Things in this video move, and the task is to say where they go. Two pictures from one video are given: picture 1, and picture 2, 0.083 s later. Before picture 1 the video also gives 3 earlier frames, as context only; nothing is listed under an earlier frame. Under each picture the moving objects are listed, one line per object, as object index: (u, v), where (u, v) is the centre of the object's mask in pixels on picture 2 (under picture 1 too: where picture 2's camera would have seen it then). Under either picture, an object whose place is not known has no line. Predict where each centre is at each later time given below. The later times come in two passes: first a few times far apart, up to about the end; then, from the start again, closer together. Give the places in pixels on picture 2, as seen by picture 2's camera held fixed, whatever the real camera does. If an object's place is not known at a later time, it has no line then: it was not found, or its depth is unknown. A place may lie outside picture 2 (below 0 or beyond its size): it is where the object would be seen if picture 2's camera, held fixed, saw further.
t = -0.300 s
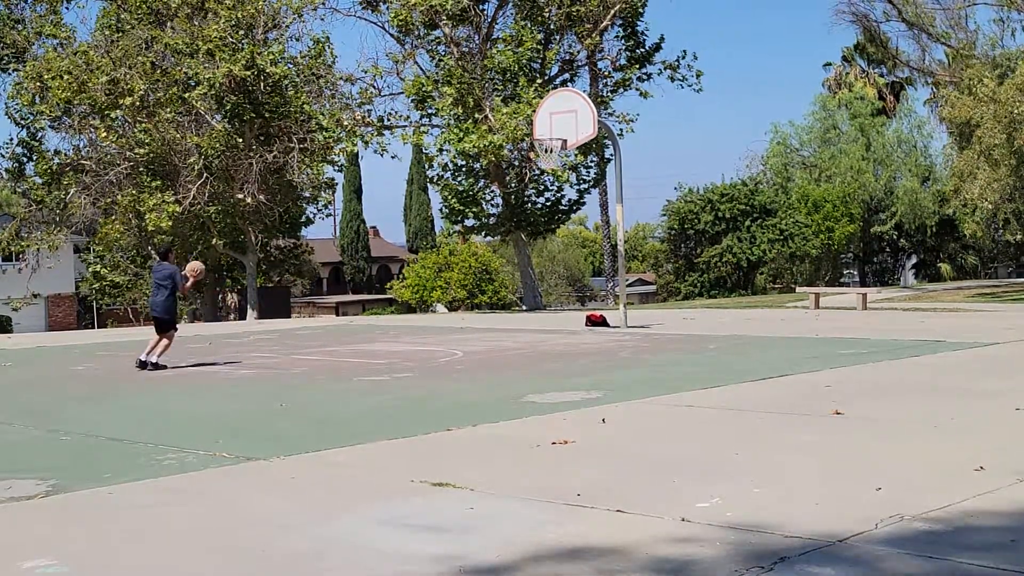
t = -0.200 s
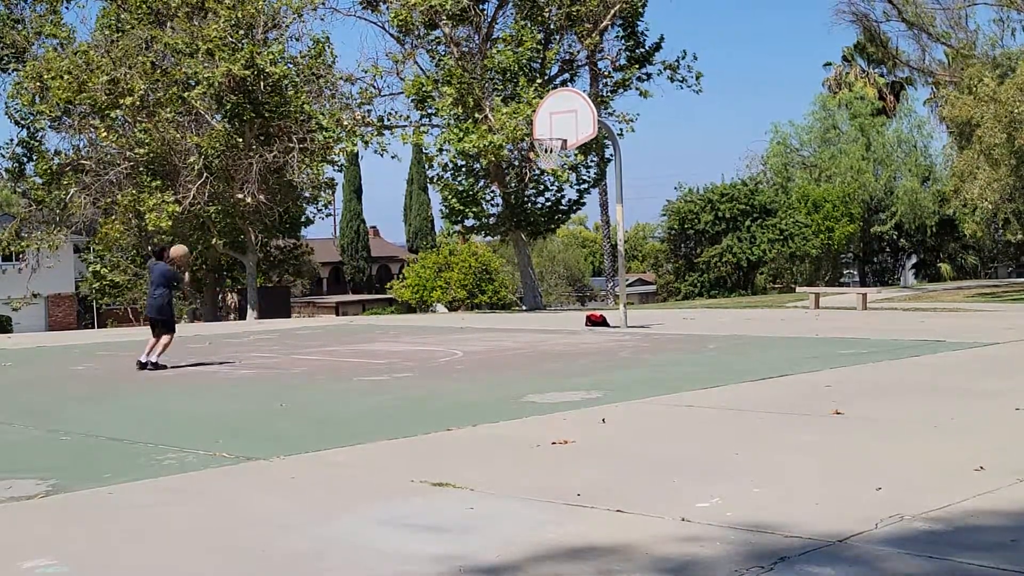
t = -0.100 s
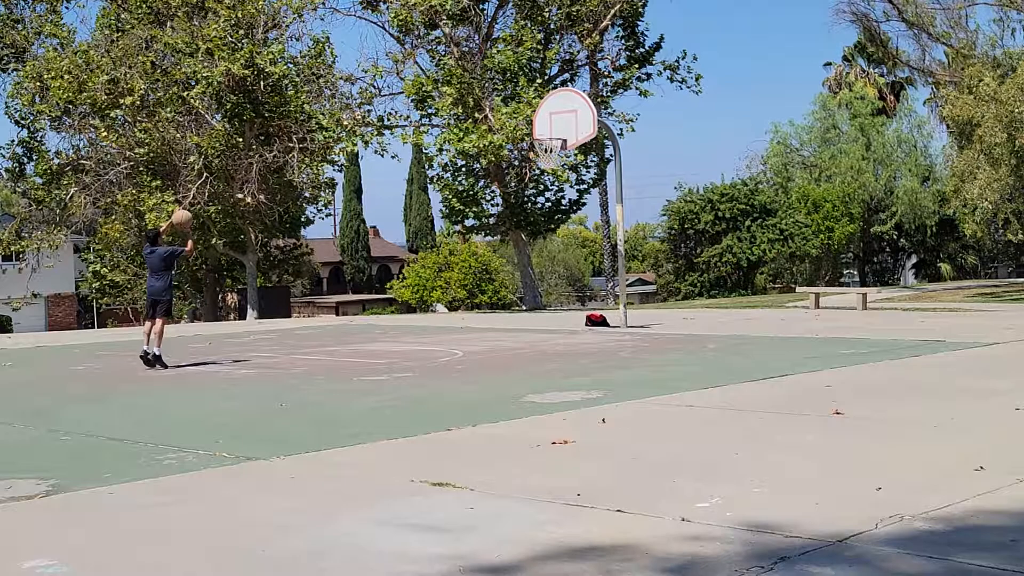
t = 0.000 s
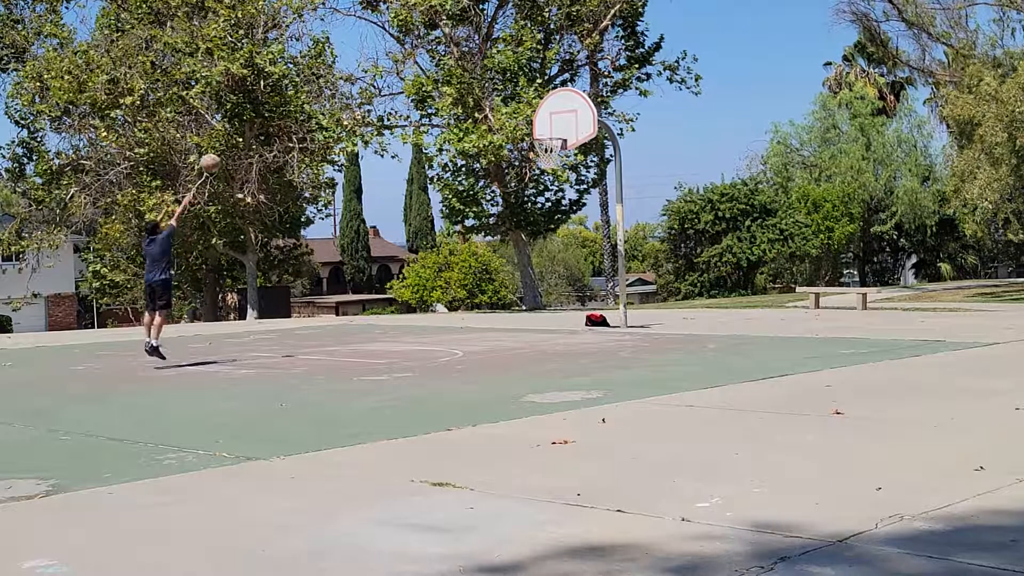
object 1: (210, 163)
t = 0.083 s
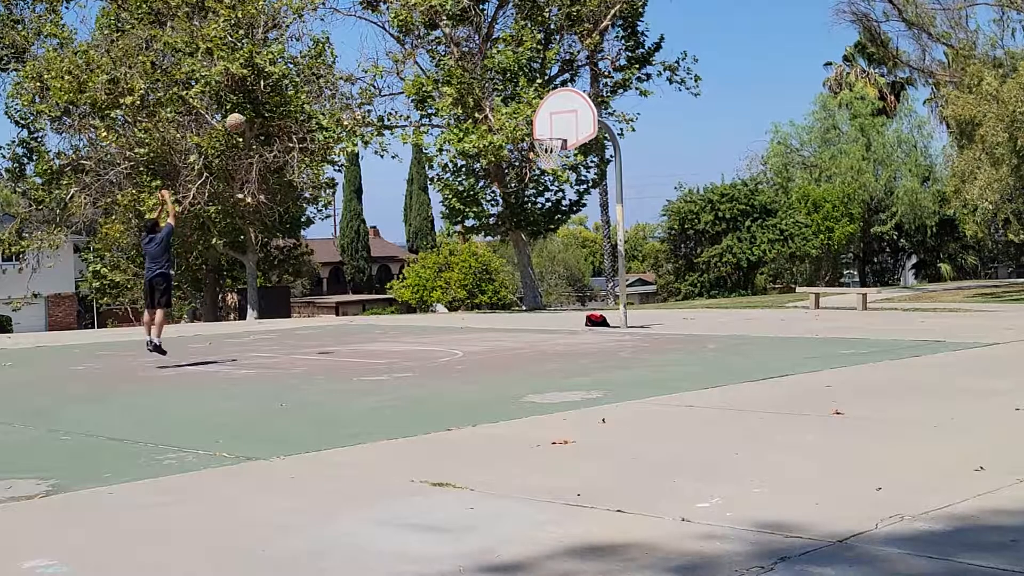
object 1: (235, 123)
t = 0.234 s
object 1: (279, 64)
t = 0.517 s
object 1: (358, 6)
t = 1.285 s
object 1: (540, 114)
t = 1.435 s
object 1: (554, 129)
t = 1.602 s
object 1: (526, 124)
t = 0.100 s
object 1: (241, 115)
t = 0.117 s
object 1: (246, 109)
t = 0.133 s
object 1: (250, 101)
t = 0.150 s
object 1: (255, 95)
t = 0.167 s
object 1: (260, 87)
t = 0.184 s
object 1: (265, 82)
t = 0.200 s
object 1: (270, 77)
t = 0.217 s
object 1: (274, 70)
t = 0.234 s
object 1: (279, 64)
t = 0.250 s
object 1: (283, 59)
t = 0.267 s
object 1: (289, 55)
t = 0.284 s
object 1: (293, 50)
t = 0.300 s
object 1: (298, 44)
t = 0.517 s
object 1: (358, 6)
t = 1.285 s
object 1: (540, 114)
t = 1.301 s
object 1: (544, 120)
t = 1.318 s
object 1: (548, 126)
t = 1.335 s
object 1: (551, 132)
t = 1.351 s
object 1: (552, 132)
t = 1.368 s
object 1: (553, 132)
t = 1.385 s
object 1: (553, 130)
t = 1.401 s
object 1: (553, 130)
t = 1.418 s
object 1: (553, 129)
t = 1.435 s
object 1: (554, 129)
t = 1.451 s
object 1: (554, 129)
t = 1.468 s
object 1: (551, 128)
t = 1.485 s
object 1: (548, 127)
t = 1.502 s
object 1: (545, 125)
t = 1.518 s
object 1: (542, 125)
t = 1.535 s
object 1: (538, 124)
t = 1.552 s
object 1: (536, 123)
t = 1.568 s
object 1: (533, 123)
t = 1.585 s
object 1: (530, 123)
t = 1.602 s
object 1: (526, 124)
